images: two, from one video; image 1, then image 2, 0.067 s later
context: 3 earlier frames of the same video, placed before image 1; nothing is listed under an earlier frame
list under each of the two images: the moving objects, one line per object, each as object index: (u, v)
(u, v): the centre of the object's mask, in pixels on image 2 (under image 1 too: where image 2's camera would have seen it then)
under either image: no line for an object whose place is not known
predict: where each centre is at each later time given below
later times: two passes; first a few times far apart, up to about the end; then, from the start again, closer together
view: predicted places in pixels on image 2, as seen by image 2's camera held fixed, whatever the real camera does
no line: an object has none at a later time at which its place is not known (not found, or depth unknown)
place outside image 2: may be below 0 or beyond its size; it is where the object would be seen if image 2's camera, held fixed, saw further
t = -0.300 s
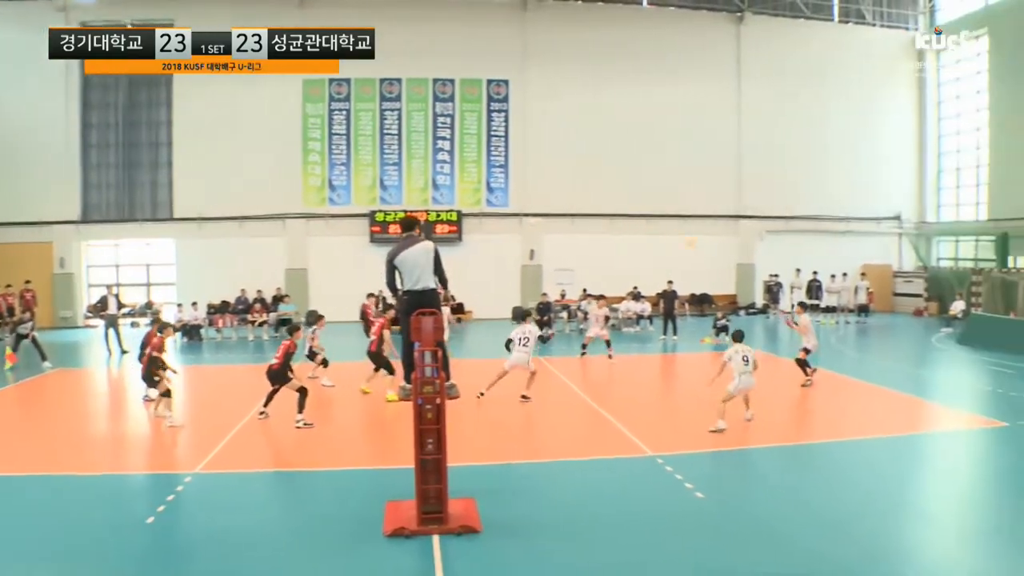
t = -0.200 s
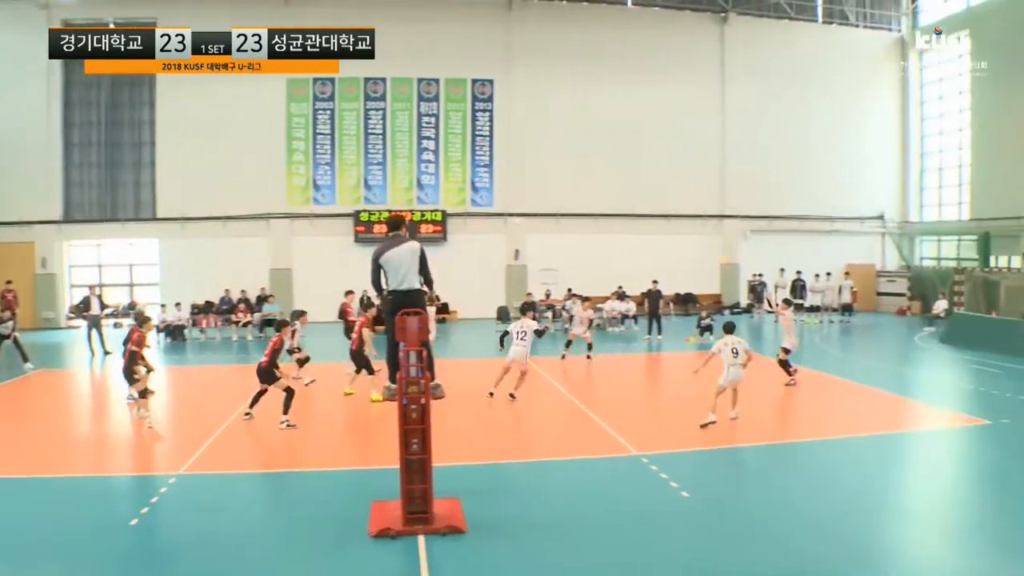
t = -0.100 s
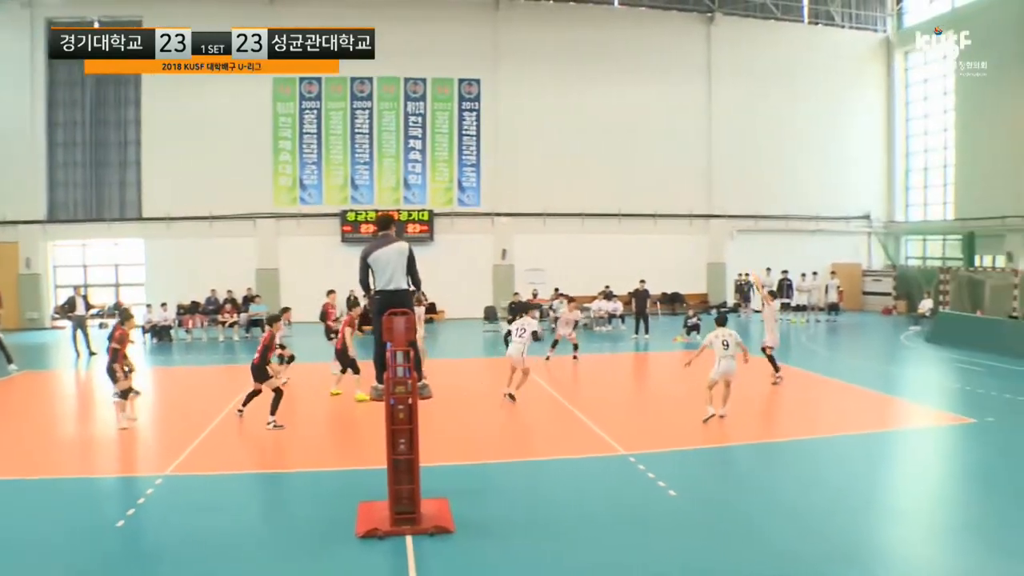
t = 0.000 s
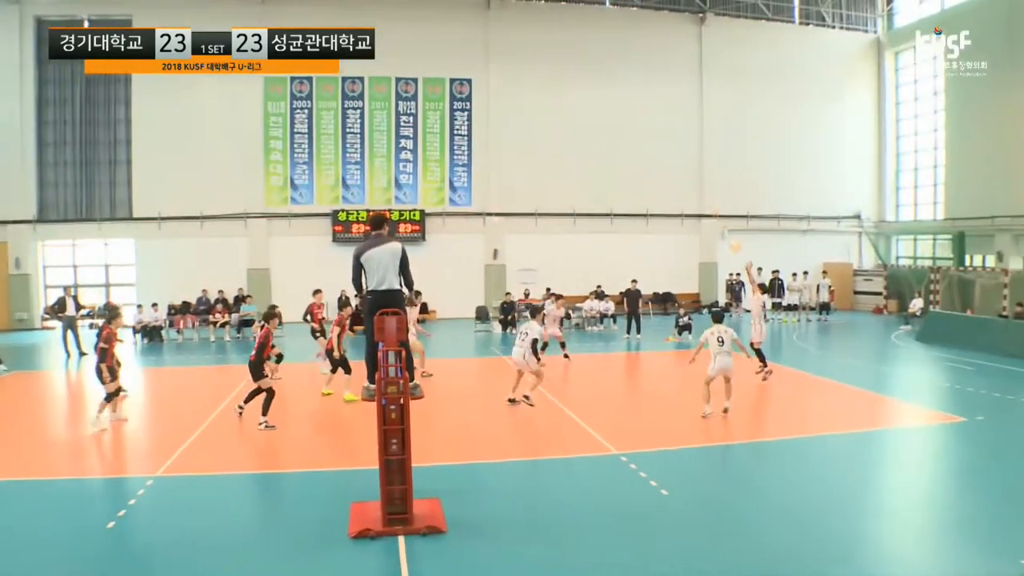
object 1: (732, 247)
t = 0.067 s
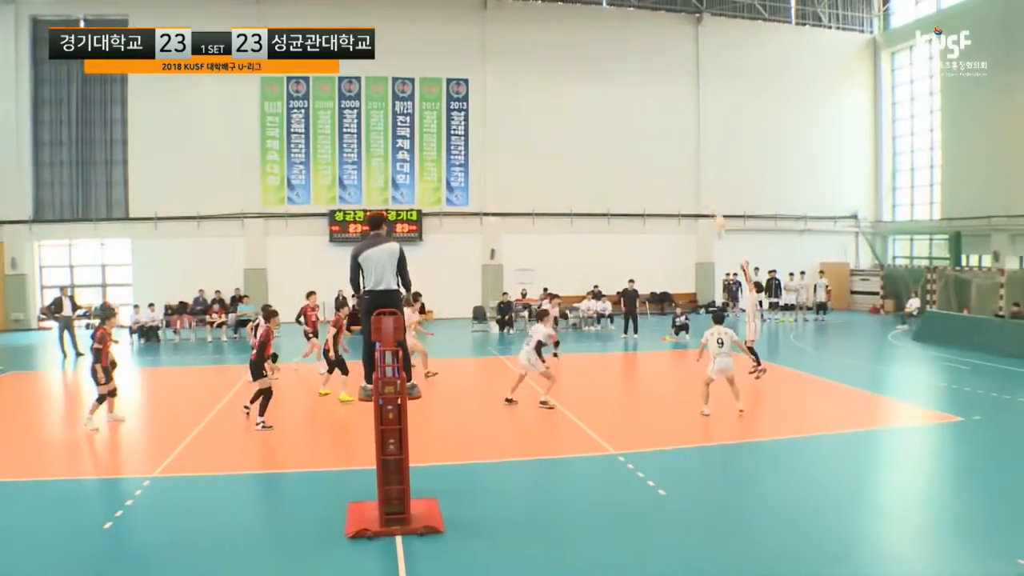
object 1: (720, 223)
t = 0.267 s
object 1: (686, 164)
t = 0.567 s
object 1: (632, 116)
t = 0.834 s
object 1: (587, 112)
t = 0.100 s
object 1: (712, 212)
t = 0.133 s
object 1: (706, 201)
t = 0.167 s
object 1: (701, 191)
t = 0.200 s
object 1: (695, 178)
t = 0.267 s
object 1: (686, 164)
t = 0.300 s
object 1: (678, 157)
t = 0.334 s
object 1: (673, 150)
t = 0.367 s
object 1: (666, 144)
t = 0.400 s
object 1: (660, 139)
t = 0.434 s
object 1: (654, 133)
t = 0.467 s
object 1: (648, 128)
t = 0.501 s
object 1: (642, 122)
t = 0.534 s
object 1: (638, 120)
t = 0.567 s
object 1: (632, 116)
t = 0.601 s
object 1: (626, 114)
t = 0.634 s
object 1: (621, 112)
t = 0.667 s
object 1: (616, 111)
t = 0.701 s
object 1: (610, 111)
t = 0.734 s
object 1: (604, 111)
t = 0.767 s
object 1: (598, 112)
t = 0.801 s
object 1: (592, 111)
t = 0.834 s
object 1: (587, 112)
